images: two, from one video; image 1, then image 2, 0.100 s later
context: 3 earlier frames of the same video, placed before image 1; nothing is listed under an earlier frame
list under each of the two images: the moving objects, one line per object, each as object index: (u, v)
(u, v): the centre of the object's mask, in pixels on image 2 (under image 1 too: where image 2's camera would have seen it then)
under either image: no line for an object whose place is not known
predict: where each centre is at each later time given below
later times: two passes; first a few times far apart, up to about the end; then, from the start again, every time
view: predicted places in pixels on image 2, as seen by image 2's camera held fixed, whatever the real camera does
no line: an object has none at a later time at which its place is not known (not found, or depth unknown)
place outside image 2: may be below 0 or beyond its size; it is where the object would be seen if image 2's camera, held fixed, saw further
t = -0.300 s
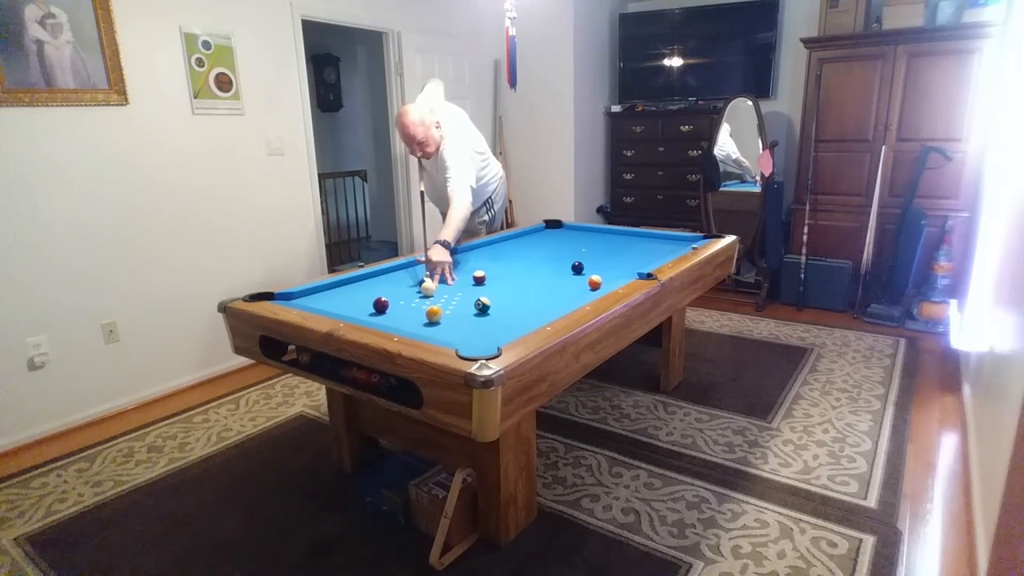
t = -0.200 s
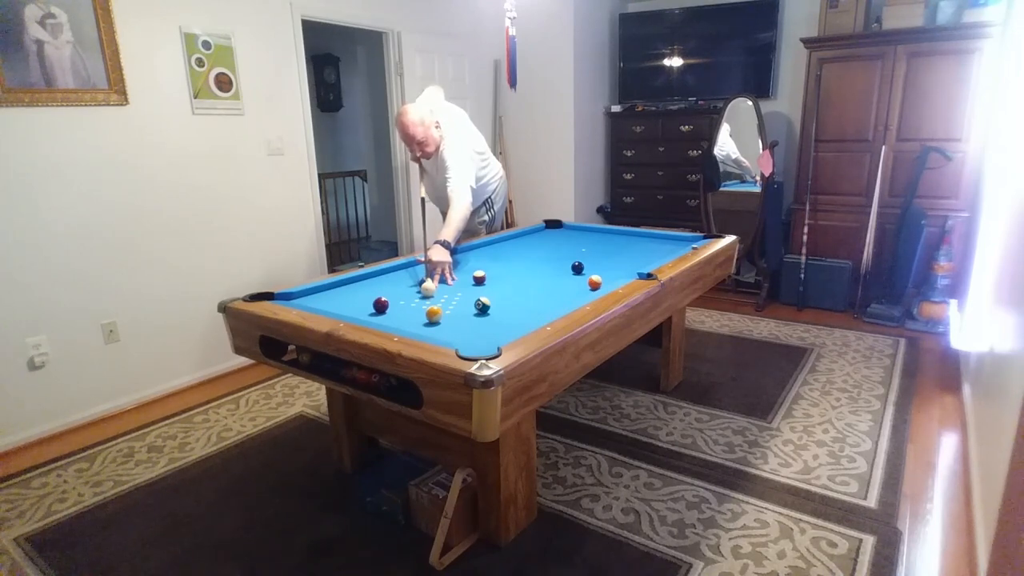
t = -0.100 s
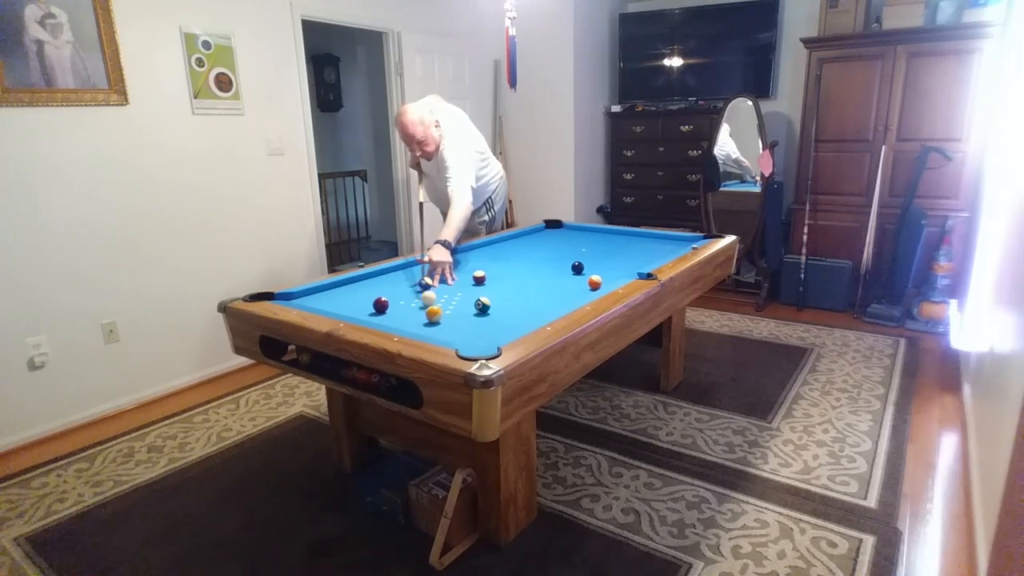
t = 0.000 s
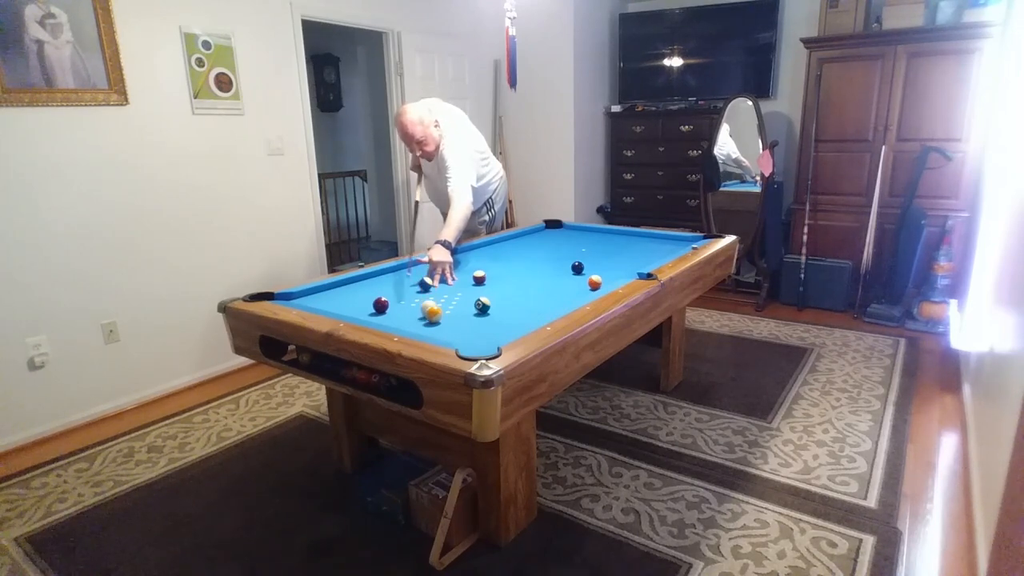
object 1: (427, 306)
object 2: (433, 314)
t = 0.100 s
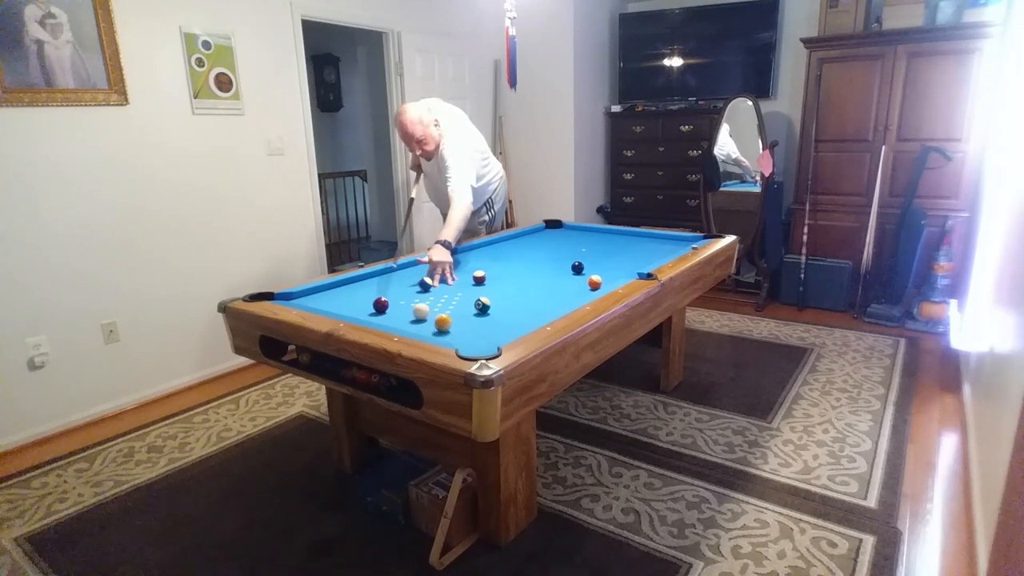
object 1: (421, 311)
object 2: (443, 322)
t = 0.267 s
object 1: (408, 317)
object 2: (457, 336)
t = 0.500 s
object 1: (396, 321)
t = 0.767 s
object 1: (410, 319)
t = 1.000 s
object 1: (421, 316)
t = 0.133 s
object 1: (418, 312)
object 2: (446, 326)
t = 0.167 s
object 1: (416, 313)
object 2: (449, 328)
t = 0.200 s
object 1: (413, 314)
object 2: (452, 331)
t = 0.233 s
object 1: (411, 315)
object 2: (454, 334)
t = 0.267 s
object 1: (408, 317)
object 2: (457, 336)
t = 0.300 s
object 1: (406, 318)
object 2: (460, 338)
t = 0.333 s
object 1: (403, 319)
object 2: (463, 341)
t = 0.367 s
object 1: (401, 320)
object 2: (466, 343)
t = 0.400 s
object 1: (398, 320)
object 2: (468, 346)
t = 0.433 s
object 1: (396, 321)
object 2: (471, 348)
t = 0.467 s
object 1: (394, 321)
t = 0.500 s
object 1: (396, 321)
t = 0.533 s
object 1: (398, 321)
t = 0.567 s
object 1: (400, 321)
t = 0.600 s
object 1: (402, 321)
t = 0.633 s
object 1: (403, 321)
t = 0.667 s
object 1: (405, 321)
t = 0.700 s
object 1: (406, 320)
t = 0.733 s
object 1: (408, 320)
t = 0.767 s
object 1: (410, 319)
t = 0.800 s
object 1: (412, 319)
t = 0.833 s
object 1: (413, 318)
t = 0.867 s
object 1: (415, 318)
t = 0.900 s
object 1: (417, 317)
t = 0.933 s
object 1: (418, 317)
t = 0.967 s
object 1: (419, 316)
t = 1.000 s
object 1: (421, 316)
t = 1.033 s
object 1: (423, 315)
